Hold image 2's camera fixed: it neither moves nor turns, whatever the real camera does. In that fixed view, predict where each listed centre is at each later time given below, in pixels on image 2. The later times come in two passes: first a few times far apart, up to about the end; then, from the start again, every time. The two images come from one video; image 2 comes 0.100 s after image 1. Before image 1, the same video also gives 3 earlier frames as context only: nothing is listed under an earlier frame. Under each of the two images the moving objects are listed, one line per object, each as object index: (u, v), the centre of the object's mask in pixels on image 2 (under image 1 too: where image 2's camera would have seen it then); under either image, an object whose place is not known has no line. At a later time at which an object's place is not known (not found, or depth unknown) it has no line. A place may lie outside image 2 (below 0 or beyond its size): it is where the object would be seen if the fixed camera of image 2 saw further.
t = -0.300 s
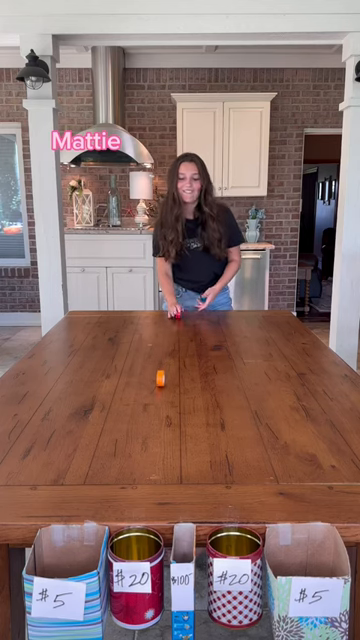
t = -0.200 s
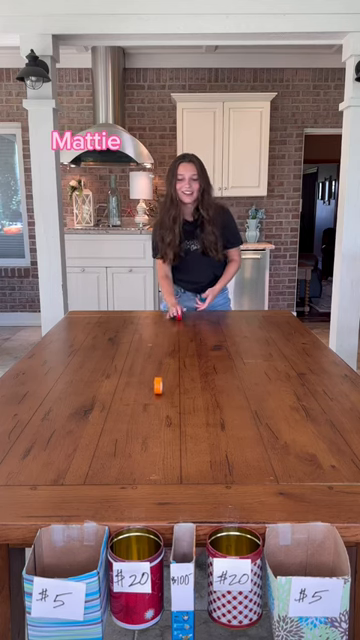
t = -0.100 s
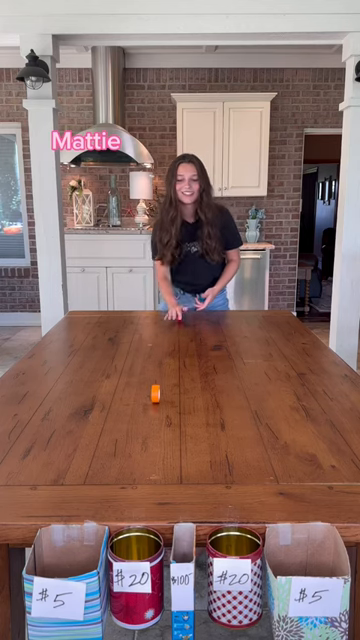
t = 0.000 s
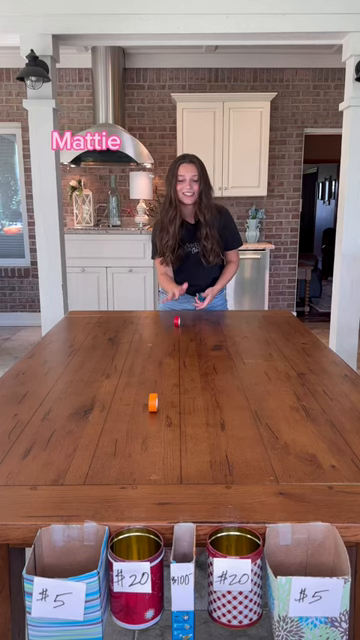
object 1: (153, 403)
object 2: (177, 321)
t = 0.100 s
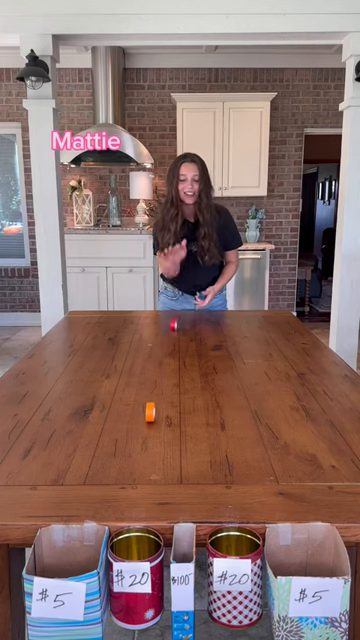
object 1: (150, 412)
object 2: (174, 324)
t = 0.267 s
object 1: (144, 430)
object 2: (165, 331)
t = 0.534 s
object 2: (151, 343)
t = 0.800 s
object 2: (134, 356)
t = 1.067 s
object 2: (115, 370)
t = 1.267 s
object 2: (97, 382)
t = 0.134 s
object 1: (149, 415)
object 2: (172, 326)
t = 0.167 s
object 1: (148, 419)
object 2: (170, 328)
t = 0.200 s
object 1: (147, 423)
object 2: (168, 329)
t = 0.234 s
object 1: (145, 426)
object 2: (167, 330)
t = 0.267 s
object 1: (144, 430)
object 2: (165, 331)
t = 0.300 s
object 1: (143, 434)
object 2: (163, 333)
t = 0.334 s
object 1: (142, 438)
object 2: (162, 334)
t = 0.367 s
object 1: (140, 442)
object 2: (160, 335)
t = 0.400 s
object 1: (139, 446)
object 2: (158, 337)
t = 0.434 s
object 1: (138, 451)
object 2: (156, 338)
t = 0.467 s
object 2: (154, 340)
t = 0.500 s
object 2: (153, 342)
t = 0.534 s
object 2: (151, 343)
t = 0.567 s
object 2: (149, 345)
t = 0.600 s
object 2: (147, 346)
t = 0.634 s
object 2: (144, 347)
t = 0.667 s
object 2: (142, 349)
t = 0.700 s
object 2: (141, 351)
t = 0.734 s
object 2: (138, 352)
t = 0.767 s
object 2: (136, 354)
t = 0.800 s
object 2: (134, 356)
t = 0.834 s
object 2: (132, 357)
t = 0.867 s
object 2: (129, 359)
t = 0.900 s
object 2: (127, 360)
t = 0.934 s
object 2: (125, 362)
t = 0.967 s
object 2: (122, 364)
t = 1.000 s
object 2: (120, 366)
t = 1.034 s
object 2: (117, 368)
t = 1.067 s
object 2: (115, 370)
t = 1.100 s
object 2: (112, 371)
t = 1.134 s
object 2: (109, 373)
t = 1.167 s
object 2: (106, 376)
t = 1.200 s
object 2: (103, 378)
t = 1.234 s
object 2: (101, 379)
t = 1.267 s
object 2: (97, 382)
